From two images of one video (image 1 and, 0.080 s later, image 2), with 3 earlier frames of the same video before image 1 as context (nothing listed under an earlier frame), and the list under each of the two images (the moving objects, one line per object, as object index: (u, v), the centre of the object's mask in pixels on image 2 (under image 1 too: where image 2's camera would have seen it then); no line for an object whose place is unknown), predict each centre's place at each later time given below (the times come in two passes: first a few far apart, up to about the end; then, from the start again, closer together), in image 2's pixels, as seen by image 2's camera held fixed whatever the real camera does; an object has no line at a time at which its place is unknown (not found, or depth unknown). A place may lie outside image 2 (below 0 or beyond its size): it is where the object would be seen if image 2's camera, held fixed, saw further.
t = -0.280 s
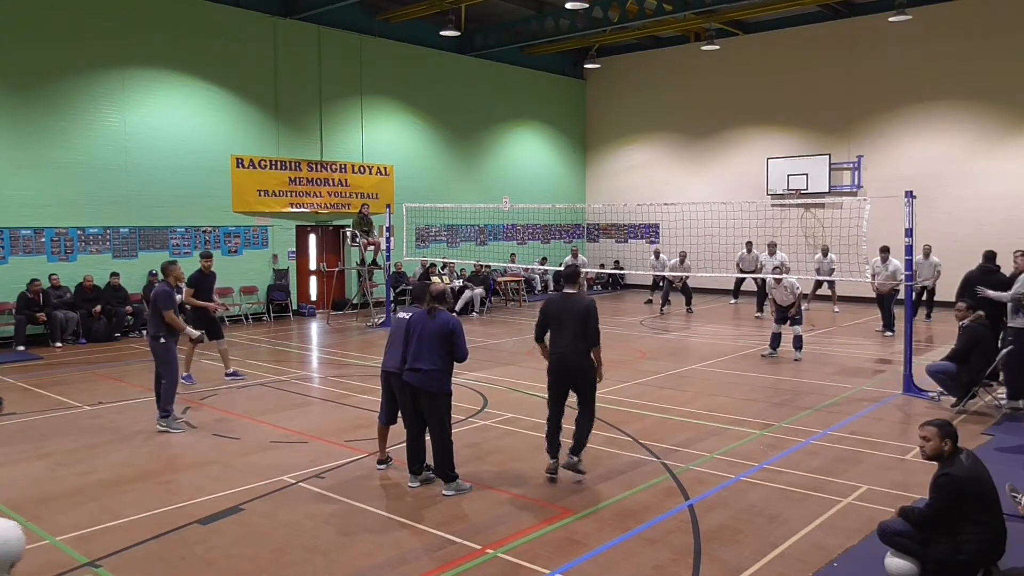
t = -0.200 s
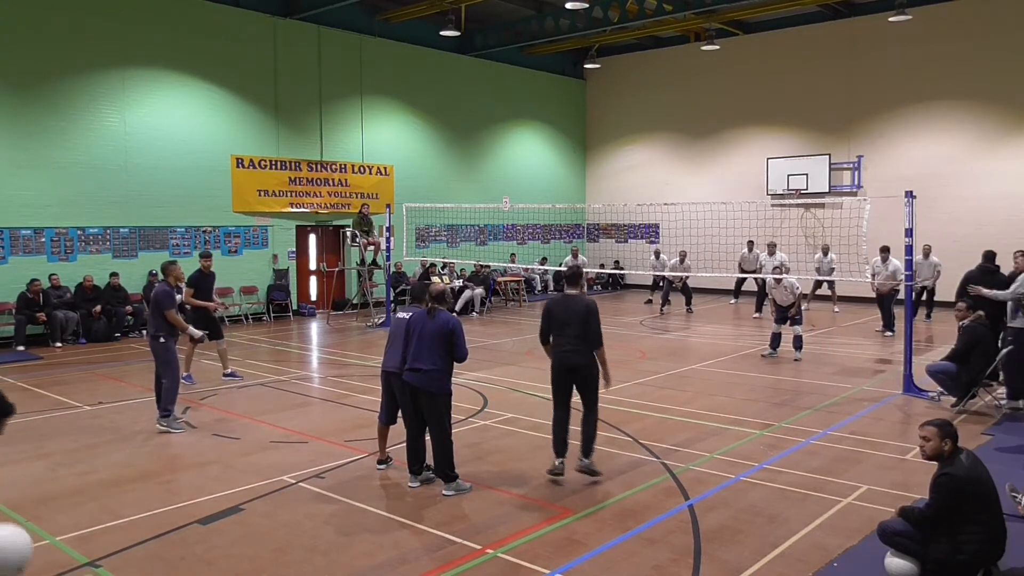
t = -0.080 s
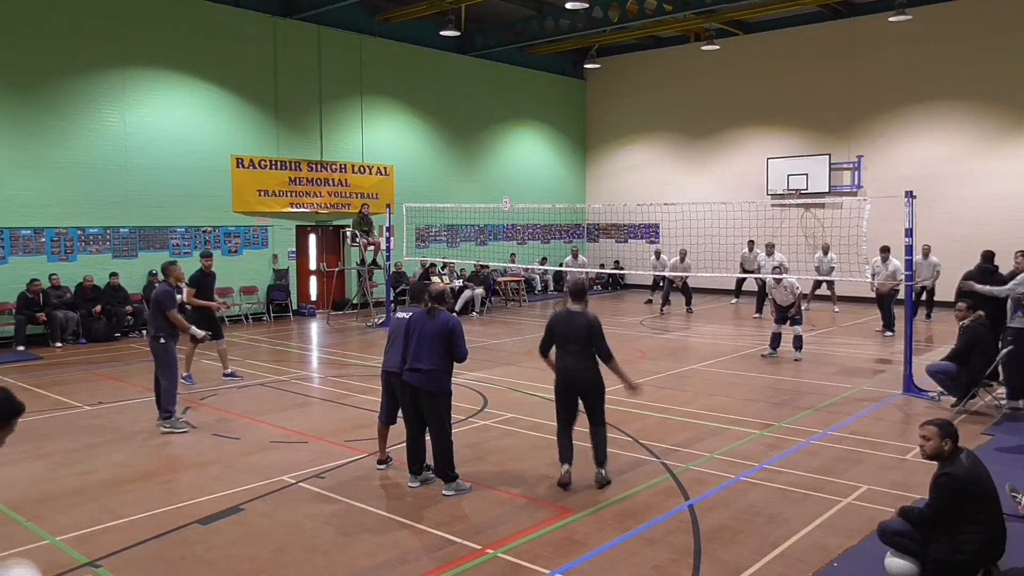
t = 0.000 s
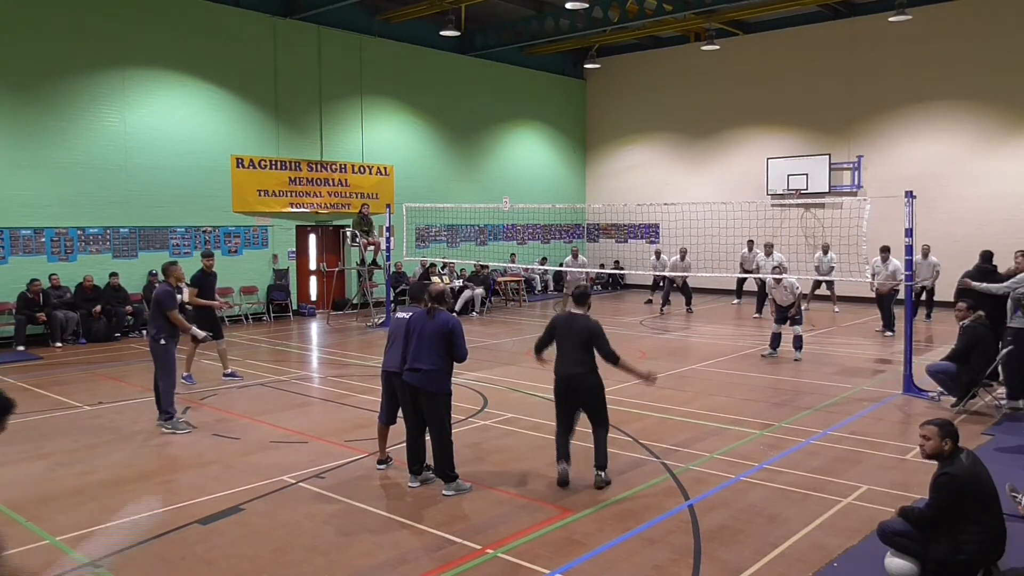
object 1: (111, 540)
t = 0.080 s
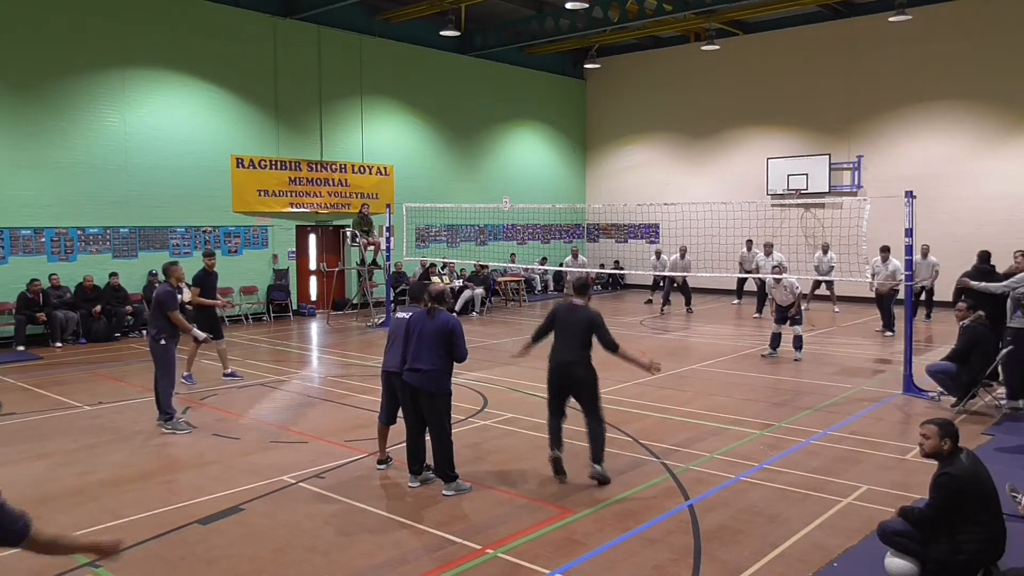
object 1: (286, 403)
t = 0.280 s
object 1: (563, 210)
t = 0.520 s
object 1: (703, 160)
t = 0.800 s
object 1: (789, 183)
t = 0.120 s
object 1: (367, 337)
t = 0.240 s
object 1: (524, 231)
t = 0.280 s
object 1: (563, 210)
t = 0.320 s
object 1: (595, 193)
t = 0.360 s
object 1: (622, 182)
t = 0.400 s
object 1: (647, 173)
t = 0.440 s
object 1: (667, 167)
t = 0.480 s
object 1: (686, 162)
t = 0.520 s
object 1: (703, 160)
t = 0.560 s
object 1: (719, 160)
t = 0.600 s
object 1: (732, 161)
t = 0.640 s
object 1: (746, 164)
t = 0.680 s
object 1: (757, 167)
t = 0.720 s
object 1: (769, 171)
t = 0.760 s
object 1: (779, 177)
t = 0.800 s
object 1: (789, 183)
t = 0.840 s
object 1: (799, 187)
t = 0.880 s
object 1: (804, 194)
